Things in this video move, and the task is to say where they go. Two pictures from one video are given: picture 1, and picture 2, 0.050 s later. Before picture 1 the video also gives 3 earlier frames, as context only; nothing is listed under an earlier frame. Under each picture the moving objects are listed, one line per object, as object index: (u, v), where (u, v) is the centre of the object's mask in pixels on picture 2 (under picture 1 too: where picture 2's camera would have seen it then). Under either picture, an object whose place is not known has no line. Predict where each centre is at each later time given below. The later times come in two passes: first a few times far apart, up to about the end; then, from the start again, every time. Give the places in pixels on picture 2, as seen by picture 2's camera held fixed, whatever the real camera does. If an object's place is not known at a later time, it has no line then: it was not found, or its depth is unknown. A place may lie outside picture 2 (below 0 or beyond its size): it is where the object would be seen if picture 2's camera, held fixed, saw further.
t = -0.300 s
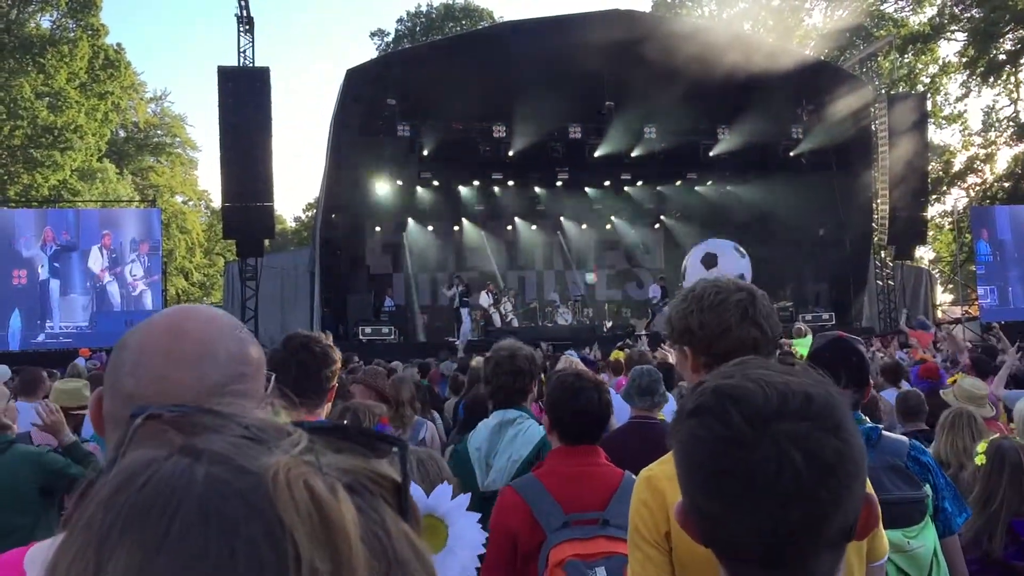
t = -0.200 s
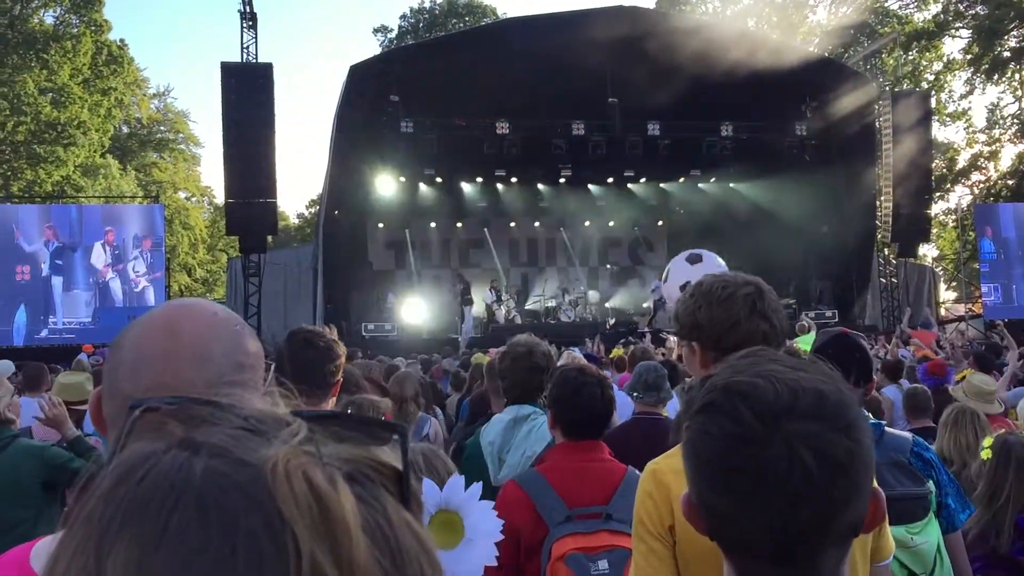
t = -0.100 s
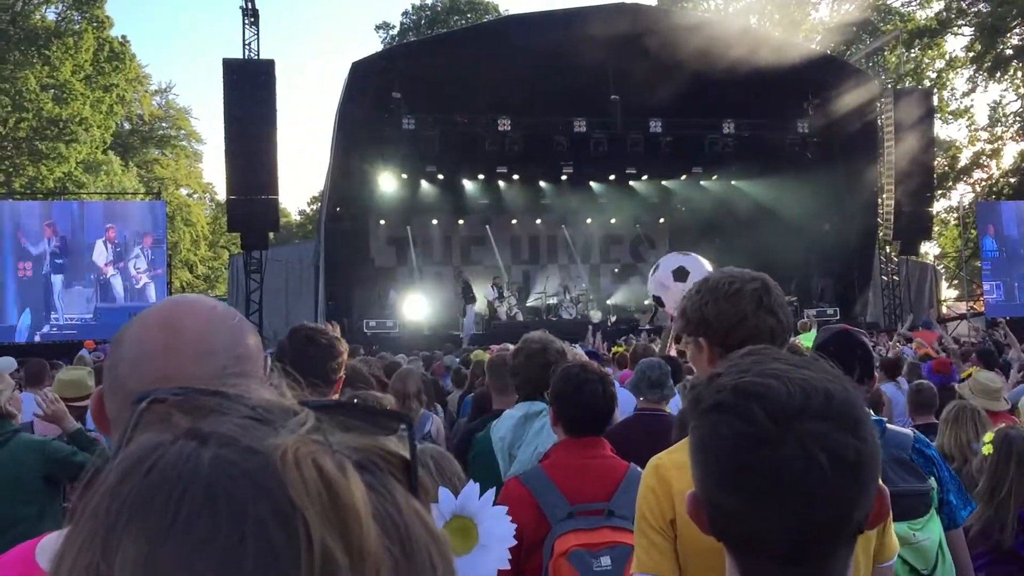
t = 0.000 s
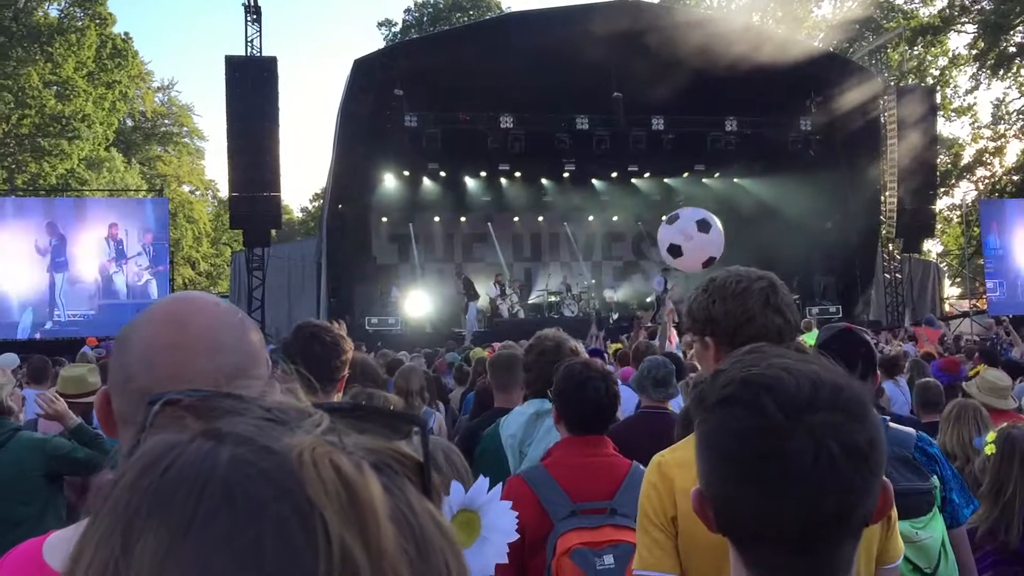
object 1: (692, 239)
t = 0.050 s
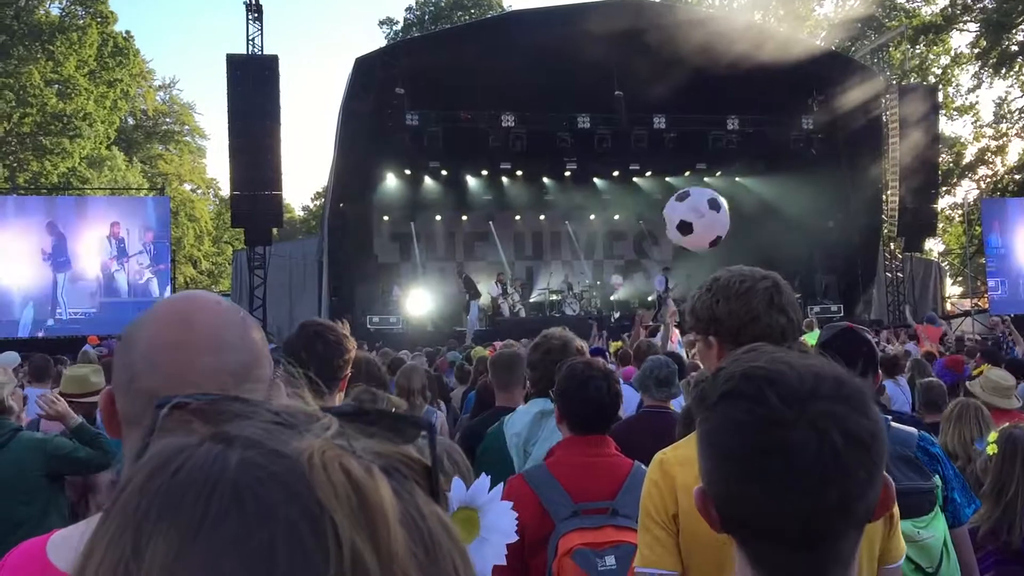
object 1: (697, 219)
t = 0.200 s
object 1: (708, 167)
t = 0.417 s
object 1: (726, 110)
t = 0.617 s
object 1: (744, 74)
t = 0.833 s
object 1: (765, 52)
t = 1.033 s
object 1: (783, 48)
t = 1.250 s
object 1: (802, 59)
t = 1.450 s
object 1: (816, 83)
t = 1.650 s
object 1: (829, 119)
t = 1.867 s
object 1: (839, 171)
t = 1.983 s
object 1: (843, 205)
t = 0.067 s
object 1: (698, 213)
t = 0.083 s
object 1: (699, 207)
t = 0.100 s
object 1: (700, 201)
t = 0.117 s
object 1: (701, 195)
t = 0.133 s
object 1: (703, 189)
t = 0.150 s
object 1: (704, 183)
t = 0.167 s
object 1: (705, 177)
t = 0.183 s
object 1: (707, 172)
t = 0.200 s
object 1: (708, 167)
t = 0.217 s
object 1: (709, 161)
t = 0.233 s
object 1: (710, 156)
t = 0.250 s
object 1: (712, 151)
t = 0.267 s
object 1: (713, 147)
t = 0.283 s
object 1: (714, 142)
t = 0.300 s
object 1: (715, 138)
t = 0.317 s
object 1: (717, 133)
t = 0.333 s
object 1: (718, 129)
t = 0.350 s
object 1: (720, 125)
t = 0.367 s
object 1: (721, 121)
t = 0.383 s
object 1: (723, 117)
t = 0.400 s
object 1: (724, 113)
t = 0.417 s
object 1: (726, 110)
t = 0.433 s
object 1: (728, 106)
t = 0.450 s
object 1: (729, 103)
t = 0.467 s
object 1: (730, 99)
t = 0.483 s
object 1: (732, 96)
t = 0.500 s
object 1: (733, 93)
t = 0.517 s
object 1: (735, 90)
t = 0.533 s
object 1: (737, 86)
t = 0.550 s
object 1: (738, 85)
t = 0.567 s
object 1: (740, 82)
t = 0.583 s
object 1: (742, 79)
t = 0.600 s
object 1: (743, 76)
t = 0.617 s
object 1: (744, 74)
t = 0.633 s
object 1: (746, 71)
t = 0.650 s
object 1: (747, 69)
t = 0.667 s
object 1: (749, 67)
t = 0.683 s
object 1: (750, 65)
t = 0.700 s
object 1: (752, 64)
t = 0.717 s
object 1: (754, 62)
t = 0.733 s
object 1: (755, 60)
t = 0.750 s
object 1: (757, 58)
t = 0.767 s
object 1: (758, 57)
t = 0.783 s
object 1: (760, 56)
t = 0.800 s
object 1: (762, 54)
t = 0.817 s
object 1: (763, 53)
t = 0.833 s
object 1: (765, 52)
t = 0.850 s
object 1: (766, 52)
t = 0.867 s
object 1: (768, 51)
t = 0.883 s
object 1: (769, 50)
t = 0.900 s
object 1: (771, 49)
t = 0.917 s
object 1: (772, 49)
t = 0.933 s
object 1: (774, 48)
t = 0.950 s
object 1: (776, 48)
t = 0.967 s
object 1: (777, 48)
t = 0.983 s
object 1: (779, 48)
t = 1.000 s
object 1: (780, 48)
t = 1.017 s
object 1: (782, 48)
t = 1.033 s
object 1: (783, 48)
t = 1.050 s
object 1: (785, 48)
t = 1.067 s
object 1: (786, 49)
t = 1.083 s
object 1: (787, 50)
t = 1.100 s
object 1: (788, 50)
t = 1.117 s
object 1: (790, 51)
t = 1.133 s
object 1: (791, 52)
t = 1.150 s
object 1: (793, 53)
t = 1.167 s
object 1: (794, 54)
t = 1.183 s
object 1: (796, 55)
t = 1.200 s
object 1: (797, 56)
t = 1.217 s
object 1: (799, 57)
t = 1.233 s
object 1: (800, 58)
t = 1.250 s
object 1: (802, 59)
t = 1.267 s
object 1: (803, 61)
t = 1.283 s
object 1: (804, 63)
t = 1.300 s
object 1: (805, 64)
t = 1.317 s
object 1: (806, 66)
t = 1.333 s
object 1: (807, 68)
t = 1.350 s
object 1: (809, 70)
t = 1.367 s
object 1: (810, 72)
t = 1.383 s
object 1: (812, 73)
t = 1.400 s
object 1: (813, 76)
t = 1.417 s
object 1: (813, 77)
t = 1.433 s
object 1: (815, 80)
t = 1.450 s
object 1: (816, 83)
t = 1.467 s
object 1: (817, 86)
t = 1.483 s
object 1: (818, 88)
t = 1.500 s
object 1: (819, 91)
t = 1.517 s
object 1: (820, 93)
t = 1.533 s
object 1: (822, 97)
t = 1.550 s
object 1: (823, 100)
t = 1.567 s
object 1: (824, 102)
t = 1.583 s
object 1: (825, 106)
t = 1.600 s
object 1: (826, 109)
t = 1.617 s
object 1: (826, 112)
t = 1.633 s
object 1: (827, 116)
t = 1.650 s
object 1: (829, 119)
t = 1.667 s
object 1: (829, 123)
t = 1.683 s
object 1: (831, 126)
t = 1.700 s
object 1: (832, 129)
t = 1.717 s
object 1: (833, 133)
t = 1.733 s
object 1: (834, 137)
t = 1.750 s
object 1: (834, 141)
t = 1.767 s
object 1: (834, 146)
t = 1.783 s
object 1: (835, 150)
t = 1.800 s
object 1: (836, 154)
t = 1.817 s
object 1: (837, 158)
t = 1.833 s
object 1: (837, 162)
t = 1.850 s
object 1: (838, 167)
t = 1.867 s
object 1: (839, 171)
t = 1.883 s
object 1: (840, 176)
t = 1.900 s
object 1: (840, 180)
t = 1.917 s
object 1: (841, 185)
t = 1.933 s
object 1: (841, 190)
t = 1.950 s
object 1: (842, 195)
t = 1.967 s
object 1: (843, 200)
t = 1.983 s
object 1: (843, 205)
